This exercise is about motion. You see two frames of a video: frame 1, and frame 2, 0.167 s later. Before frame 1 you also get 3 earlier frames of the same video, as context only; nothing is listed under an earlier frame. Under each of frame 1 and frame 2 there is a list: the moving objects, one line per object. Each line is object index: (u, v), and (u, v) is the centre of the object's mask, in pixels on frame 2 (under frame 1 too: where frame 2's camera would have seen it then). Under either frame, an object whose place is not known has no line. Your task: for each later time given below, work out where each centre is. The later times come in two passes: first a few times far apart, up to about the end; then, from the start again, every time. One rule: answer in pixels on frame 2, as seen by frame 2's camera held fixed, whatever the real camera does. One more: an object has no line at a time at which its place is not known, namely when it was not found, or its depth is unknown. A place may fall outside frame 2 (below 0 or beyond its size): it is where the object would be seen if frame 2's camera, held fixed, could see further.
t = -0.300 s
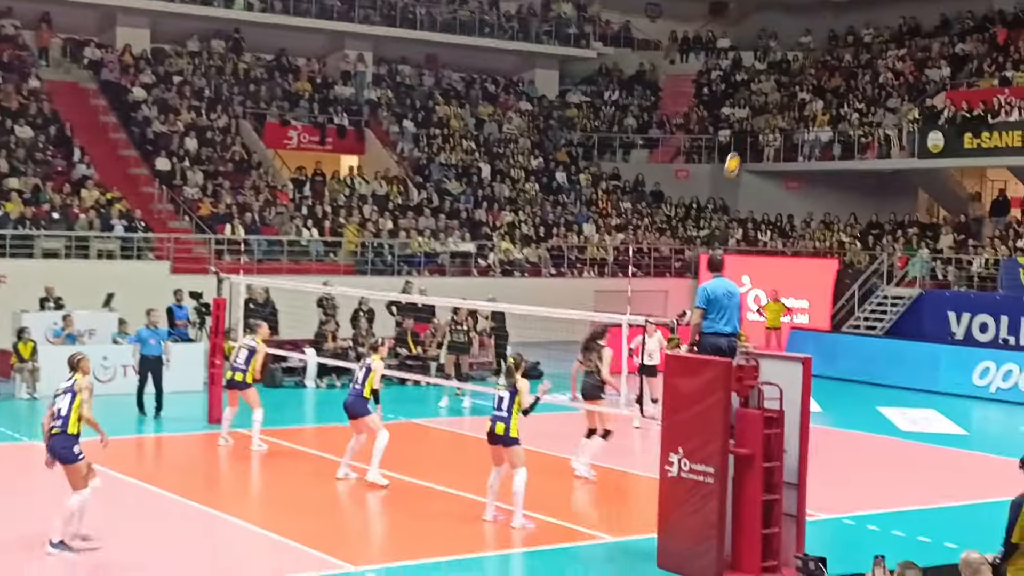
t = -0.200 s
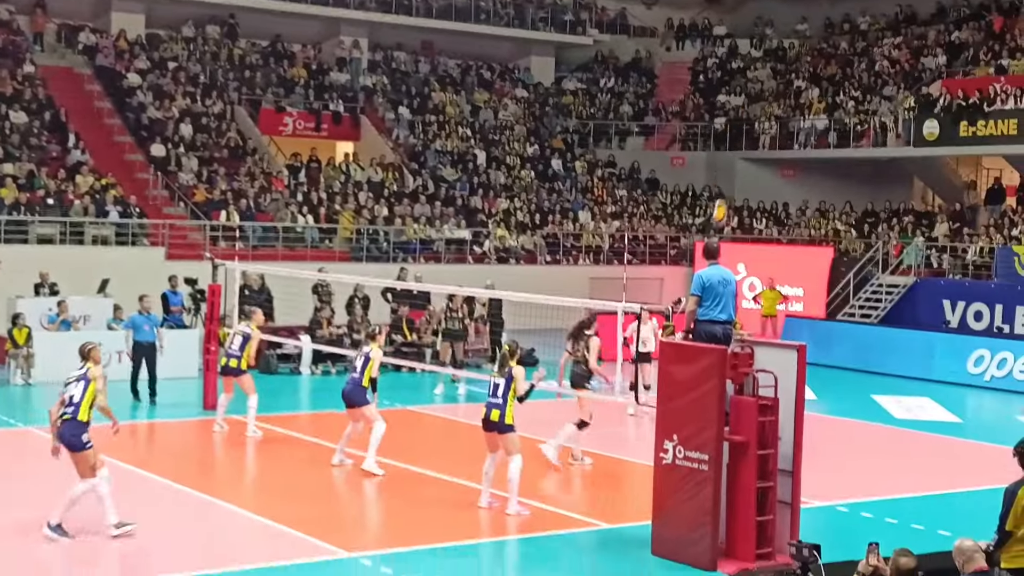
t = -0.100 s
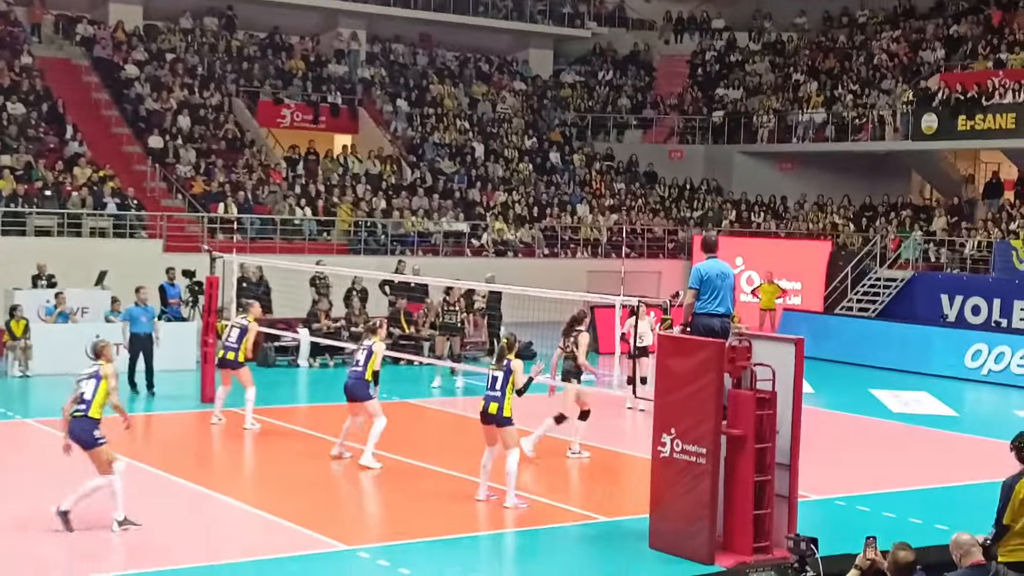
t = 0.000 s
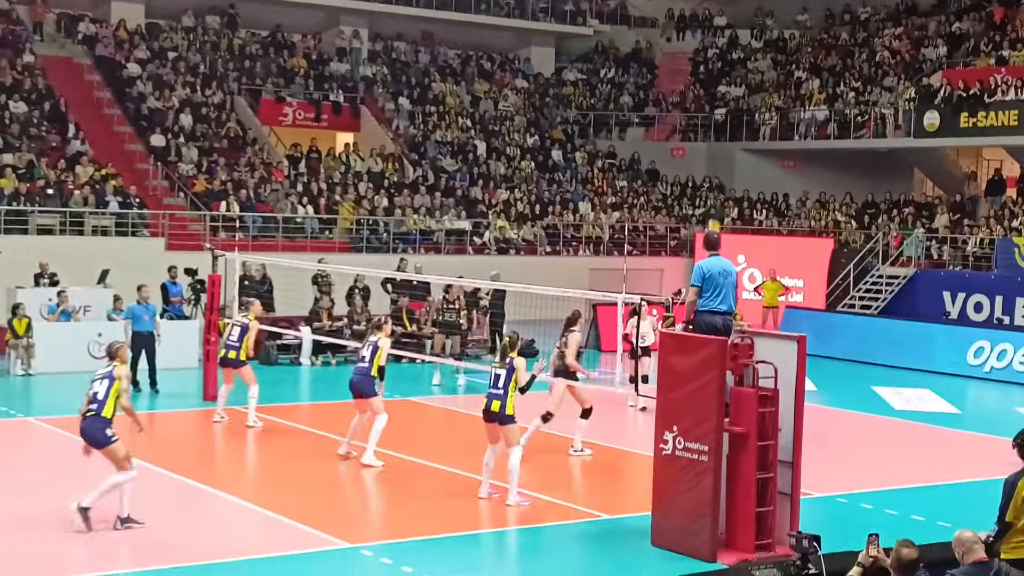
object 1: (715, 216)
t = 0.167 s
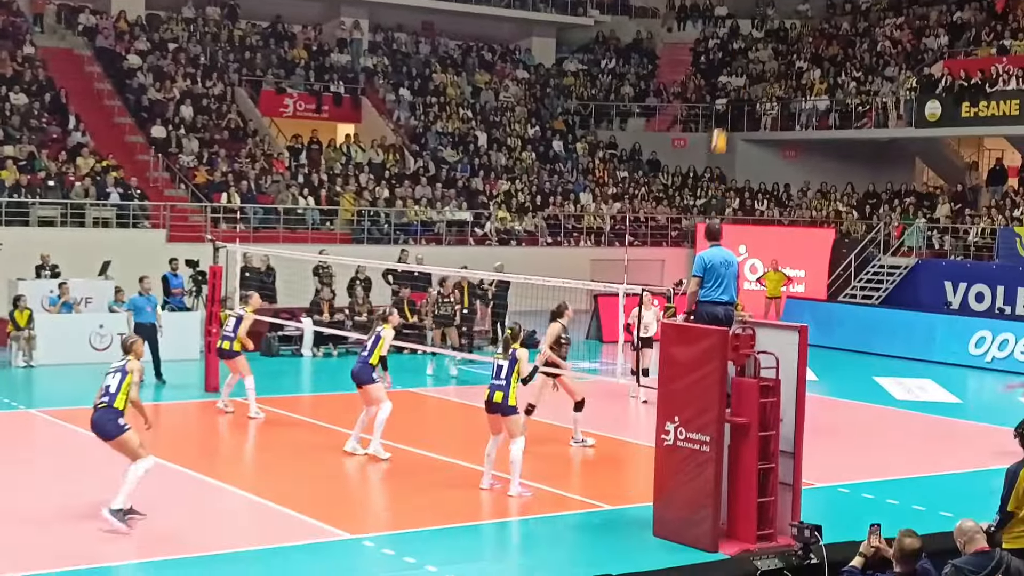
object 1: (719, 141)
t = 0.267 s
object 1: (722, 100)
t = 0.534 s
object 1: (728, 23)
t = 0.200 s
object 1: (720, 126)
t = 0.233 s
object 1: (721, 113)
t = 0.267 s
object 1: (722, 100)
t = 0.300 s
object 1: (722, 89)
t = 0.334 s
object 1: (723, 76)
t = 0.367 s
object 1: (724, 65)
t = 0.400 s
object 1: (725, 56)
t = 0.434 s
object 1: (726, 46)
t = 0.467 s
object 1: (727, 38)
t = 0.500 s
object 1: (728, 30)
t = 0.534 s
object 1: (728, 23)
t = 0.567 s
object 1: (729, 17)
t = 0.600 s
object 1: (730, 12)
